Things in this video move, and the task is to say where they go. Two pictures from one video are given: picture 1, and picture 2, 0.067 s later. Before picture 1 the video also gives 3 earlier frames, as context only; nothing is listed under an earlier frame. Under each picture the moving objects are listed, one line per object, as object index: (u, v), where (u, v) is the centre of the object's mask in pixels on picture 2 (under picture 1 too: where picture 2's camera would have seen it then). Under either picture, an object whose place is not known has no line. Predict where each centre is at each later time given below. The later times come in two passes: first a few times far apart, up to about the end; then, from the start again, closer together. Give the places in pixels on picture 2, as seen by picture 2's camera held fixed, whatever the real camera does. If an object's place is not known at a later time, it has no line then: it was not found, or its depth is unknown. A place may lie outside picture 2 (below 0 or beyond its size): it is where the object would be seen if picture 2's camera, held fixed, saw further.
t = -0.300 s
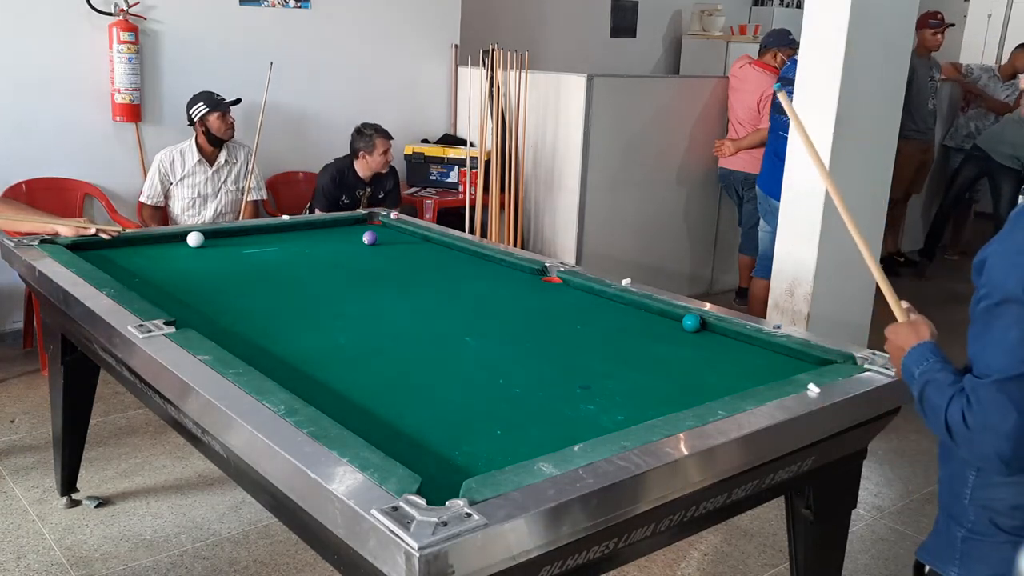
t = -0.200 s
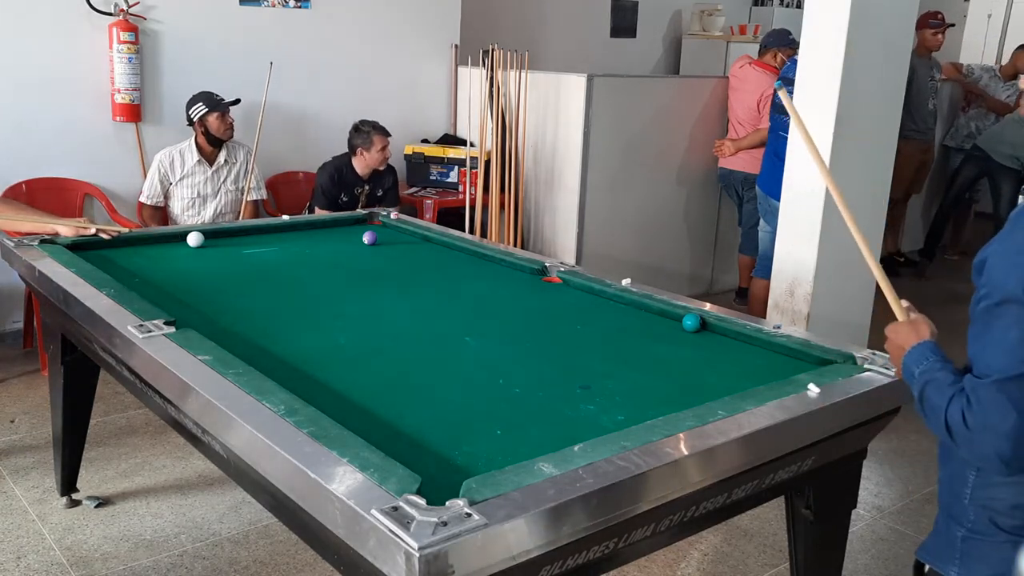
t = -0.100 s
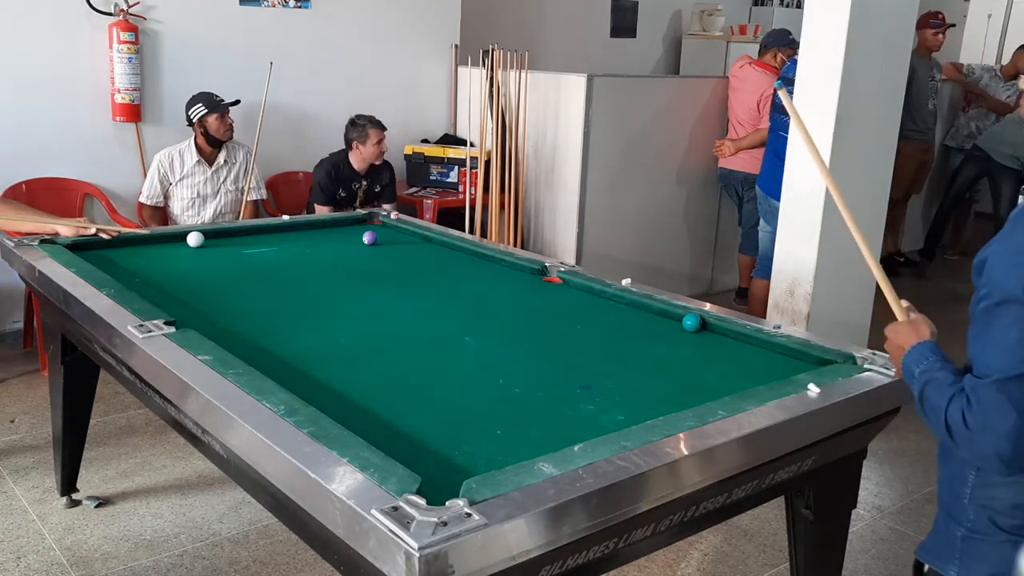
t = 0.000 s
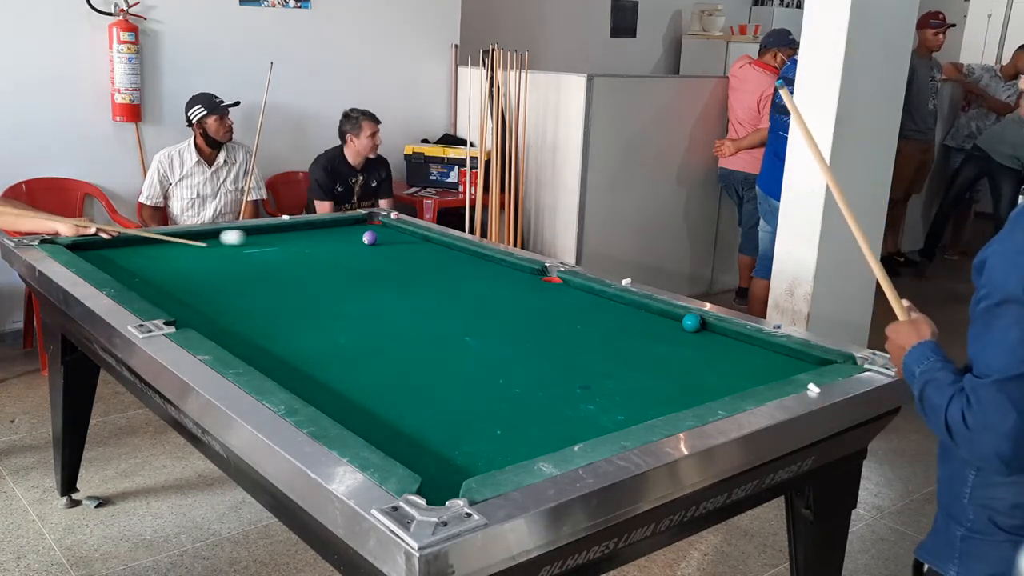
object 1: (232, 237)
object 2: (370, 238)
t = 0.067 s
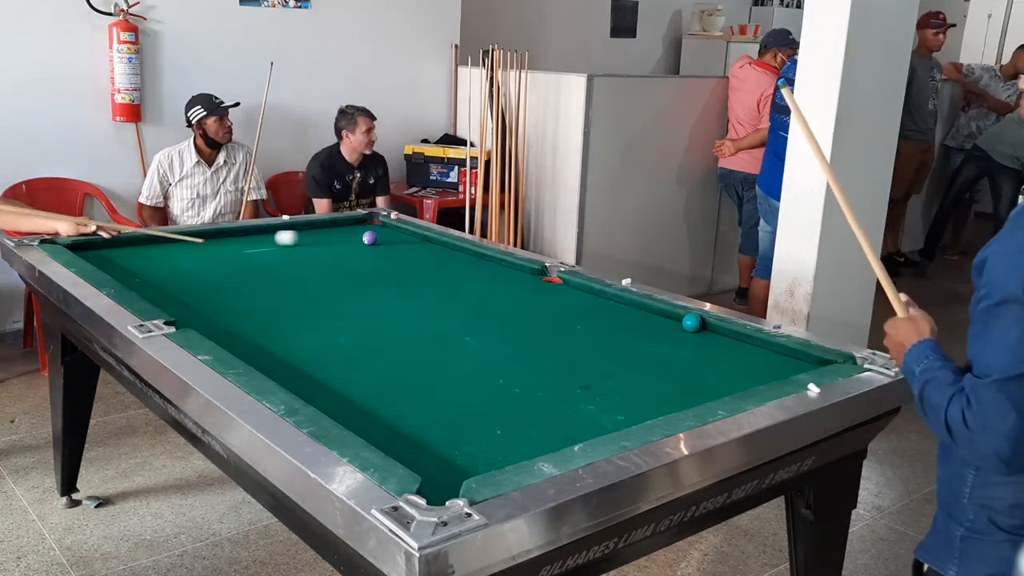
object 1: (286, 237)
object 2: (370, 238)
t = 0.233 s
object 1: (362, 235)
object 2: (414, 238)
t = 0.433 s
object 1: (390, 232)
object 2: (393, 249)
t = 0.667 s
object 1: (393, 232)
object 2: (335, 263)
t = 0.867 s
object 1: (374, 233)
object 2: (279, 276)
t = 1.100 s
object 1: (352, 235)
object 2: (204, 294)
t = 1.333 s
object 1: (332, 237)
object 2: (192, 302)
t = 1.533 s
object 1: (315, 239)
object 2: (244, 298)
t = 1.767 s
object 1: (298, 241)
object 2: (299, 293)
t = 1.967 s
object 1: (283, 242)
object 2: (343, 290)
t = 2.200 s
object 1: (268, 244)
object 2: (388, 286)
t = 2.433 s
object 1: (254, 245)
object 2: (428, 283)
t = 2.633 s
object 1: (243, 246)
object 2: (460, 280)
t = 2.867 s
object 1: (232, 248)
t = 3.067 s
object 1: (224, 249)
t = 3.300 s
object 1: (216, 249)
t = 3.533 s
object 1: (211, 250)
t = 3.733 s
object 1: (208, 251)
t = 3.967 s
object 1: (207, 251)
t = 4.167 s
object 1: (207, 251)
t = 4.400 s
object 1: (207, 251)
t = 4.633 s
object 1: (207, 251)
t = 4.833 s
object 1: (206, 251)
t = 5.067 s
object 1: (206, 251)
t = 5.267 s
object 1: (206, 251)
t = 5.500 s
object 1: (206, 251)
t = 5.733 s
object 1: (206, 251)
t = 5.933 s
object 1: (206, 251)
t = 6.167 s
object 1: (206, 251)
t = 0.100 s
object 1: (311, 237)
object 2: (370, 238)
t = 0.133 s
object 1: (334, 237)
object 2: (369, 238)
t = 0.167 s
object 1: (354, 236)
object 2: (372, 237)
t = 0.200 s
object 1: (358, 234)
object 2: (393, 238)
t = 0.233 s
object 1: (362, 235)
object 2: (414, 238)
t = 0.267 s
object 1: (366, 235)
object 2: (430, 239)
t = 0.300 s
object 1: (371, 234)
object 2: (423, 241)
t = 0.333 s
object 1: (376, 234)
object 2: (415, 243)
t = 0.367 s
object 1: (381, 233)
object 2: (407, 245)
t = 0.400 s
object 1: (386, 233)
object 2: (400, 247)
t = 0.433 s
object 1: (390, 232)
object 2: (393, 249)
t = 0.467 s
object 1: (395, 231)
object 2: (385, 250)
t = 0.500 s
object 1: (400, 231)
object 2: (377, 252)
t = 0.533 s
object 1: (404, 231)
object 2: (369, 254)
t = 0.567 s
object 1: (403, 230)
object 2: (360, 256)
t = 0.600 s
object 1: (400, 231)
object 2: (352, 259)
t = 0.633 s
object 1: (396, 231)
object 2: (344, 261)
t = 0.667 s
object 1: (393, 232)
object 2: (335, 263)
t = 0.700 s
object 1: (389, 232)
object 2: (326, 265)
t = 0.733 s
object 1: (386, 232)
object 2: (317, 267)
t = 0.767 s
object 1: (383, 233)
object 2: (308, 269)
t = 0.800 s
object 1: (380, 233)
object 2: (298, 272)
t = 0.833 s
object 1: (377, 233)
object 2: (289, 274)
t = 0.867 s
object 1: (374, 233)
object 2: (279, 276)
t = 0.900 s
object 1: (371, 234)
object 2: (269, 279)
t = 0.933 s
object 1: (368, 234)
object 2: (258, 281)
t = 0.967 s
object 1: (364, 234)
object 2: (248, 284)
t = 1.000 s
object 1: (362, 234)
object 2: (238, 286)
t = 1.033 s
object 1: (358, 235)
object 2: (227, 289)
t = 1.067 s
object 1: (355, 235)
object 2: (216, 292)
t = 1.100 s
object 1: (352, 235)
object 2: (204, 294)
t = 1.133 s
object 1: (349, 236)
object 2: (193, 297)
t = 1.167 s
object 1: (346, 236)
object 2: (181, 300)
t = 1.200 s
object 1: (344, 236)
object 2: (169, 302)
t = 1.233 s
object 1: (340, 236)
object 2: (162, 302)
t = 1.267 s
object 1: (338, 237)
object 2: (173, 304)
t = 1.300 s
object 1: (335, 237)
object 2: (183, 303)
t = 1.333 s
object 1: (332, 237)
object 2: (192, 302)
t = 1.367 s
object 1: (329, 238)
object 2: (201, 302)
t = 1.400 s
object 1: (326, 238)
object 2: (210, 301)
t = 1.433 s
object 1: (324, 238)
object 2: (219, 300)
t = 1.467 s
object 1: (321, 238)
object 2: (228, 300)
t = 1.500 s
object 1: (318, 239)
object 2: (236, 299)
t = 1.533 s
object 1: (315, 239)
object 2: (244, 298)
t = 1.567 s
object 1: (313, 239)
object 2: (252, 297)
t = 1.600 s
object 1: (310, 239)
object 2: (261, 297)
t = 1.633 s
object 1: (308, 240)
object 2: (269, 296)
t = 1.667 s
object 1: (305, 240)
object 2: (276, 295)
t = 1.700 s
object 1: (303, 240)
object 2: (285, 295)
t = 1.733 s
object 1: (300, 240)
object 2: (292, 294)
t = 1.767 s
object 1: (298, 241)
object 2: (299, 293)
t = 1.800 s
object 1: (295, 241)
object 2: (307, 293)
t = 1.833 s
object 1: (293, 241)
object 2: (314, 292)
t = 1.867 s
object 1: (290, 242)
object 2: (321, 292)
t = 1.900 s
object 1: (288, 242)
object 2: (329, 291)
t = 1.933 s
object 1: (285, 242)
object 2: (336, 290)
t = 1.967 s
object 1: (283, 242)
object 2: (343, 290)
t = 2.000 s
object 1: (280, 242)
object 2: (349, 289)
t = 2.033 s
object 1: (278, 243)
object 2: (356, 289)
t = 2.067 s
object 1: (276, 243)
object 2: (362, 288)
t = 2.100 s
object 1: (274, 243)
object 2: (369, 288)
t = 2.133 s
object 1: (272, 243)
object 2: (375, 287)
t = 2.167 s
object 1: (270, 243)
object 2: (382, 286)
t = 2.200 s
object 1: (268, 244)
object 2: (388, 286)
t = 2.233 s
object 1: (266, 244)
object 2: (394, 285)
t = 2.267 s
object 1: (264, 244)
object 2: (400, 285)
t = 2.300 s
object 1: (261, 244)
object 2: (406, 285)
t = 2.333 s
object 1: (260, 245)
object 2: (412, 284)
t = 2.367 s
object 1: (258, 245)
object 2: (418, 283)
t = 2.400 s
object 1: (256, 245)
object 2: (423, 283)
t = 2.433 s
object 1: (254, 245)
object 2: (428, 283)
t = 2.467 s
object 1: (252, 245)
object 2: (434, 282)
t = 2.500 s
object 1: (250, 246)
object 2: (440, 281)
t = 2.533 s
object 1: (248, 246)
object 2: (445, 281)
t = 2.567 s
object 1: (246, 246)
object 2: (450, 281)
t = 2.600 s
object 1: (245, 246)
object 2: (456, 281)
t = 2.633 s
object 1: (243, 246)
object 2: (460, 280)
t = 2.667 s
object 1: (241, 247)
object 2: (465, 280)
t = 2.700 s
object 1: (240, 247)
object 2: (471, 279)
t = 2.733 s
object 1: (238, 247)
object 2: (476, 279)
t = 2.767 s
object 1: (237, 247)
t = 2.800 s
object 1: (235, 247)
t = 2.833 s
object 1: (234, 248)
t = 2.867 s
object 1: (232, 248)
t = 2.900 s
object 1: (231, 248)
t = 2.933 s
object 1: (229, 248)
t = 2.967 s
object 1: (228, 248)
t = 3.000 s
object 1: (227, 248)
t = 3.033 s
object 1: (225, 249)
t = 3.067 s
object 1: (224, 249)
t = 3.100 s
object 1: (222, 249)
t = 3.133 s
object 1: (221, 249)
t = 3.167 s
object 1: (221, 249)
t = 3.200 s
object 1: (220, 249)
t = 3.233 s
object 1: (218, 249)
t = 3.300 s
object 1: (216, 249)
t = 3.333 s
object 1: (215, 250)
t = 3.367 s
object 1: (214, 250)
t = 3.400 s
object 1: (214, 250)
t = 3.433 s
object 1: (213, 250)
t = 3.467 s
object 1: (212, 250)
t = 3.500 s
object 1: (211, 250)
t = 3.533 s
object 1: (211, 250)
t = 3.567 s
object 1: (210, 250)
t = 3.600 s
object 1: (210, 250)
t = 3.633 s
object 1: (209, 251)
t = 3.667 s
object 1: (209, 250)
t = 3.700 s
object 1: (208, 251)
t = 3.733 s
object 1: (208, 251)
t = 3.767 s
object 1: (208, 251)
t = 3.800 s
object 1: (207, 251)
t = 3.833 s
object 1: (207, 251)
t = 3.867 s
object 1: (207, 251)
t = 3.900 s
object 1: (207, 251)
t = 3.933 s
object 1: (207, 251)
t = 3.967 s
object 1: (207, 251)
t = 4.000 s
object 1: (207, 251)
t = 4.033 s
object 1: (207, 251)
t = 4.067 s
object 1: (207, 251)
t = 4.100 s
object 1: (207, 251)
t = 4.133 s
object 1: (207, 251)
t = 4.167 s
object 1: (207, 251)
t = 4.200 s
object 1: (207, 251)
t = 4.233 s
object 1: (207, 251)
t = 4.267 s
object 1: (207, 251)
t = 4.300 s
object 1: (207, 251)
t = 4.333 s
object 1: (207, 251)
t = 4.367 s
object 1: (207, 251)
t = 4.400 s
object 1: (207, 251)
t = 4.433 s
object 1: (207, 251)
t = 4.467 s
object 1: (207, 251)
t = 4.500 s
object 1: (207, 251)
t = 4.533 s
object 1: (207, 251)
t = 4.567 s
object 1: (207, 251)
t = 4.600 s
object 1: (207, 251)
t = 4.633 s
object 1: (207, 251)
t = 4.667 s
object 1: (207, 251)
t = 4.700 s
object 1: (207, 251)
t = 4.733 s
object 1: (206, 251)
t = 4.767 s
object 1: (206, 251)
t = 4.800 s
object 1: (206, 251)
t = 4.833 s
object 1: (206, 251)
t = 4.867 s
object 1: (206, 251)
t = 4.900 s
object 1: (206, 251)
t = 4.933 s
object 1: (206, 251)
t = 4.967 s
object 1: (206, 251)
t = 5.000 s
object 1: (206, 251)
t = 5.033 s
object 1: (206, 251)
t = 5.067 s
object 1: (206, 251)
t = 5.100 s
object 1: (206, 251)
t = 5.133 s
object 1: (206, 251)
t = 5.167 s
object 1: (206, 251)
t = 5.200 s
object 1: (206, 251)
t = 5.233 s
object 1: (206, 251)
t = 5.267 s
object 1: (206, 251)
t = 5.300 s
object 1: (206, 251)
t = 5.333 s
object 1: (206, 251)
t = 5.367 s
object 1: (206, 251)
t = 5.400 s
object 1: (206, 251)
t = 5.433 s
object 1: (206, 251)
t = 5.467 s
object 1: (206, 251)
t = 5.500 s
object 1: (206, 251)
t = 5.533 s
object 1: (206, 251)
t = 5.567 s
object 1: (206, 251)
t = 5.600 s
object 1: (206, 251)
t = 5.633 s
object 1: (206, 251)
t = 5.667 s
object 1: (206, 251)
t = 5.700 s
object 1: (206, 251)
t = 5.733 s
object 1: (206, 251)
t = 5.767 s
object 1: (206, 251)
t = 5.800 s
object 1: (206, 251)
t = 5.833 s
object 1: (206, 251)
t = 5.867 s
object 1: (206, 251)
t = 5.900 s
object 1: (206, 251)
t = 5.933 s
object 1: (206, 251)
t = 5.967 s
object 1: (206, 251)
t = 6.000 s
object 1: (206, 251)
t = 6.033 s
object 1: (206, 251)
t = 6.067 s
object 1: (206, 251)
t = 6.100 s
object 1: (206, 250)
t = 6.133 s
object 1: (206, 250)
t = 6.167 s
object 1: (206, 251)
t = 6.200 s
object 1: (206, 251)
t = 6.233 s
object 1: (206, 251)
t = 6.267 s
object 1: (206, 251)
